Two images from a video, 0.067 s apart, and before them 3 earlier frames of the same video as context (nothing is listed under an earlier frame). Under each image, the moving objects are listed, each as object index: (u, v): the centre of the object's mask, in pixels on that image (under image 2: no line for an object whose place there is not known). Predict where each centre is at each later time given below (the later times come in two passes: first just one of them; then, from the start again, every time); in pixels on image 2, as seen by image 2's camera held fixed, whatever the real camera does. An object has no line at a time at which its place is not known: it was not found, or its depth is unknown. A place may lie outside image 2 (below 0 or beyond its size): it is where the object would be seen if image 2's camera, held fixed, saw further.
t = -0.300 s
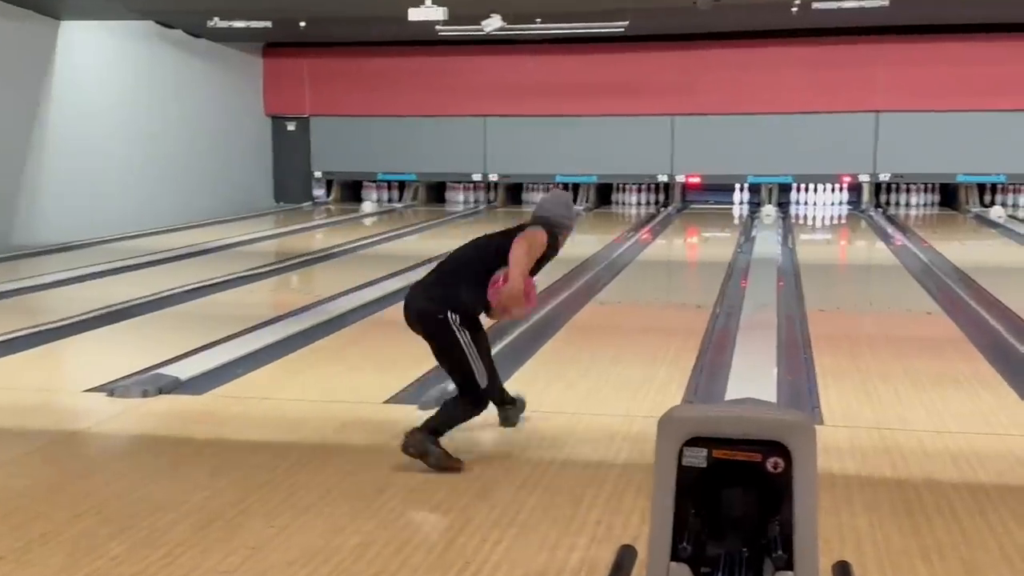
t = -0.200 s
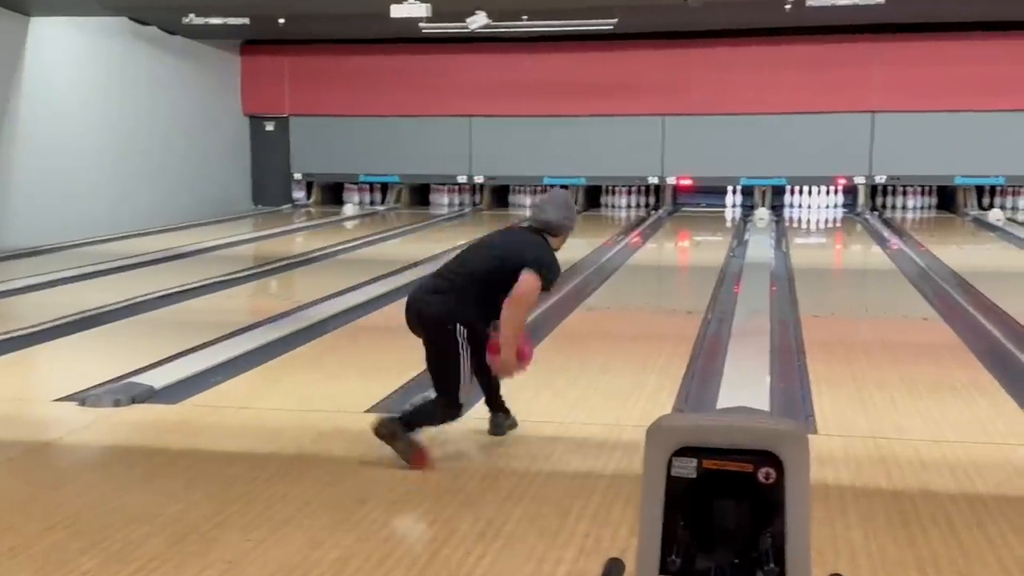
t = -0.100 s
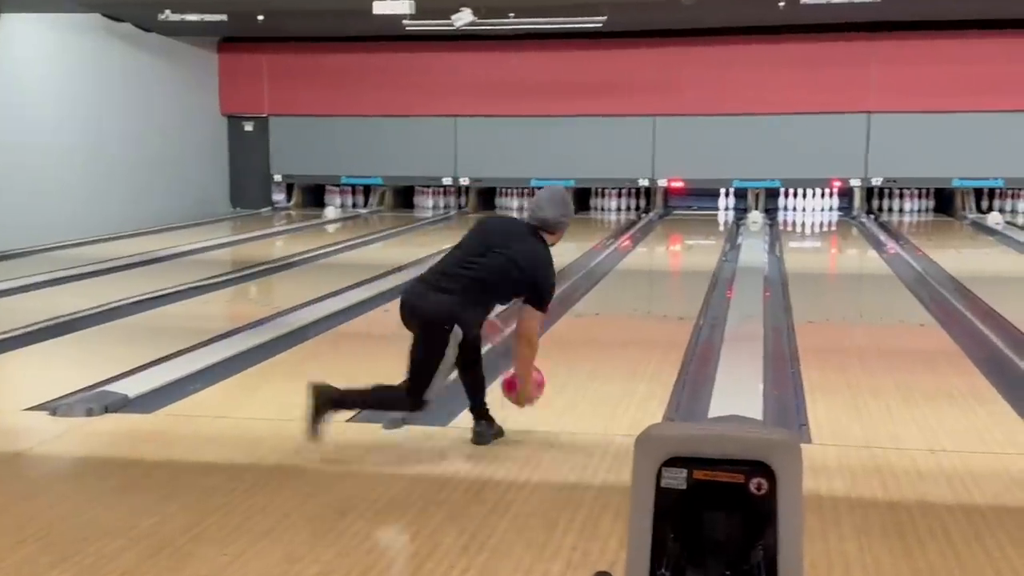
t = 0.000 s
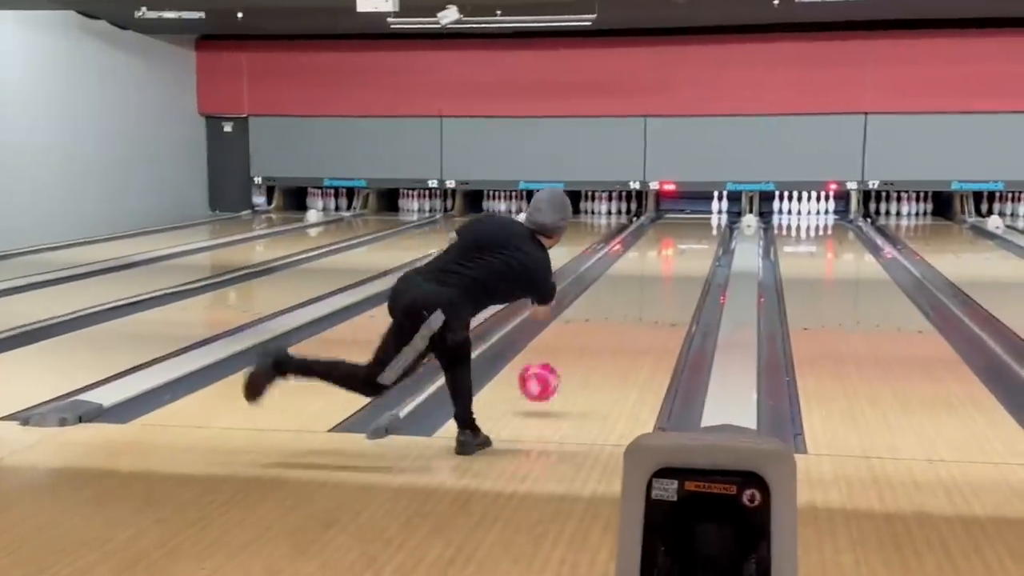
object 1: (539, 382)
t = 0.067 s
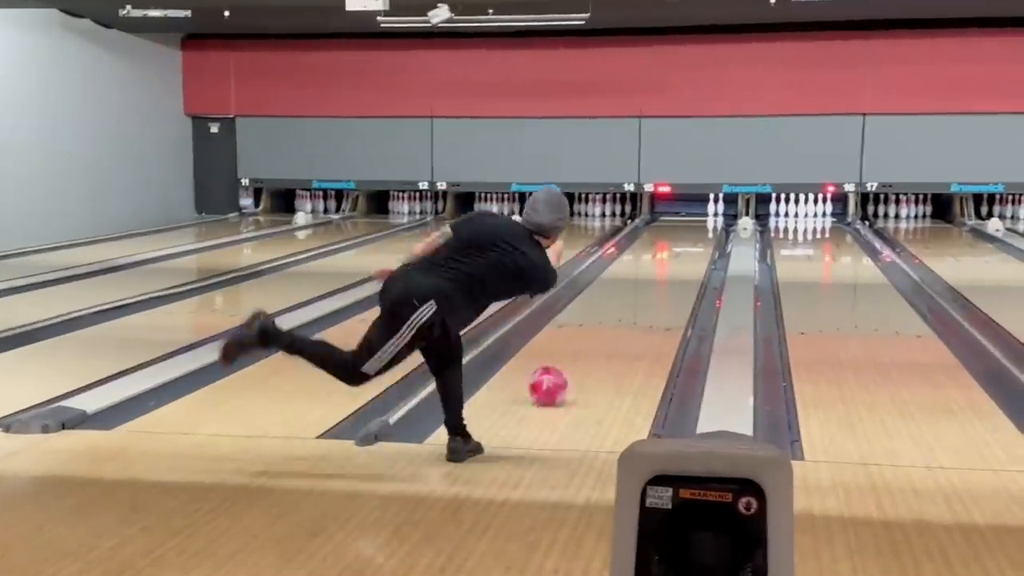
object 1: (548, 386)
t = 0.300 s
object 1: (592, 344)
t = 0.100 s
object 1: (556, 379)
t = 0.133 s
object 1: (563, 373)
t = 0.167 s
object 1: (569, 366)
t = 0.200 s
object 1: (575, 360)
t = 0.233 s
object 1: (580, 354)
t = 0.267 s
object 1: (587, 349)
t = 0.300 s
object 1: (592, 344)
